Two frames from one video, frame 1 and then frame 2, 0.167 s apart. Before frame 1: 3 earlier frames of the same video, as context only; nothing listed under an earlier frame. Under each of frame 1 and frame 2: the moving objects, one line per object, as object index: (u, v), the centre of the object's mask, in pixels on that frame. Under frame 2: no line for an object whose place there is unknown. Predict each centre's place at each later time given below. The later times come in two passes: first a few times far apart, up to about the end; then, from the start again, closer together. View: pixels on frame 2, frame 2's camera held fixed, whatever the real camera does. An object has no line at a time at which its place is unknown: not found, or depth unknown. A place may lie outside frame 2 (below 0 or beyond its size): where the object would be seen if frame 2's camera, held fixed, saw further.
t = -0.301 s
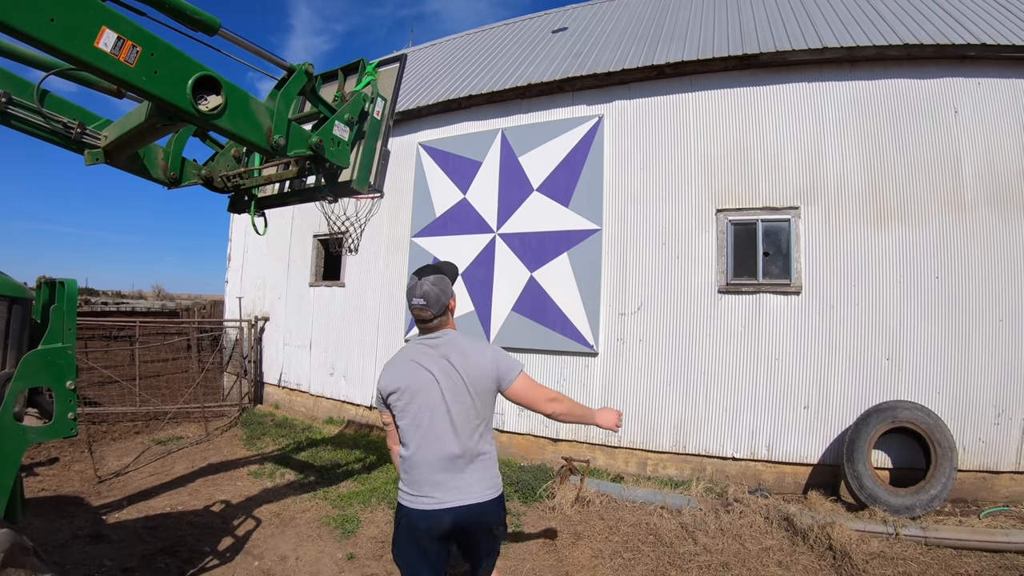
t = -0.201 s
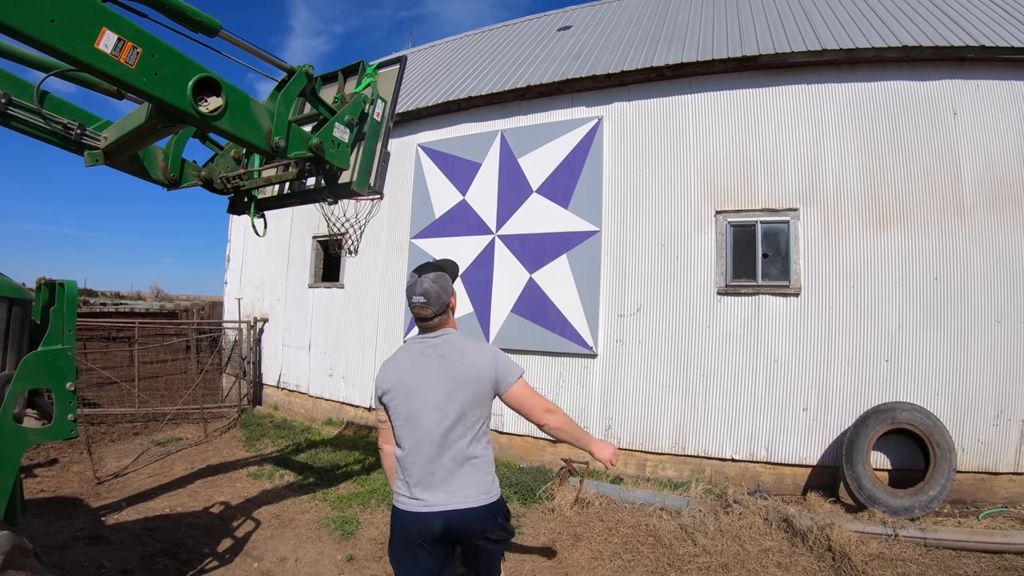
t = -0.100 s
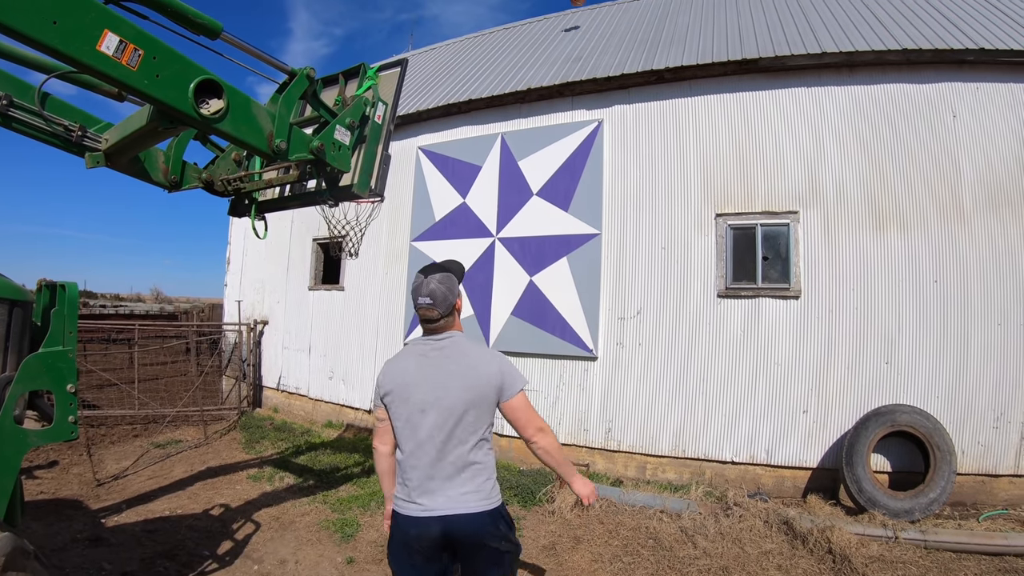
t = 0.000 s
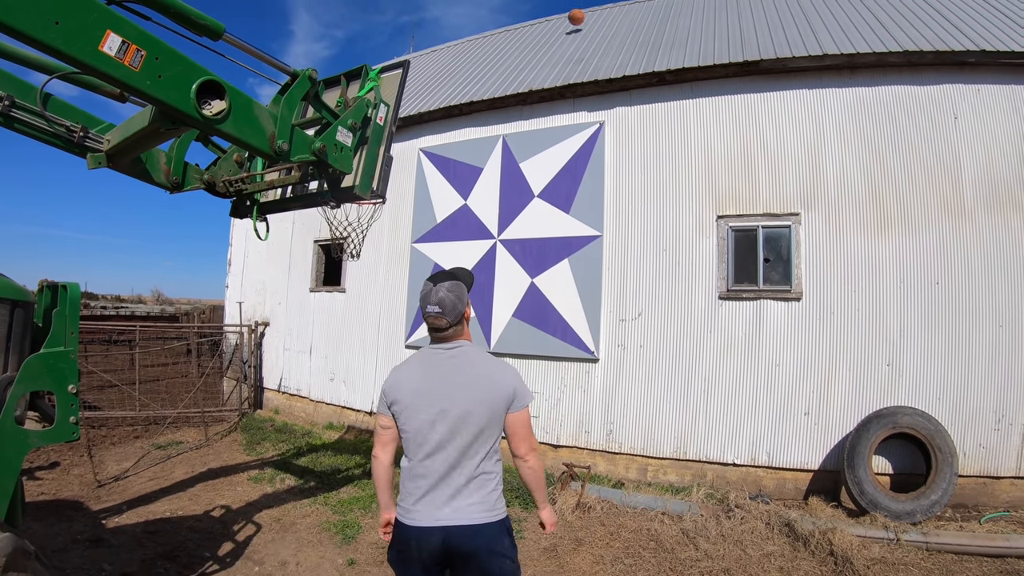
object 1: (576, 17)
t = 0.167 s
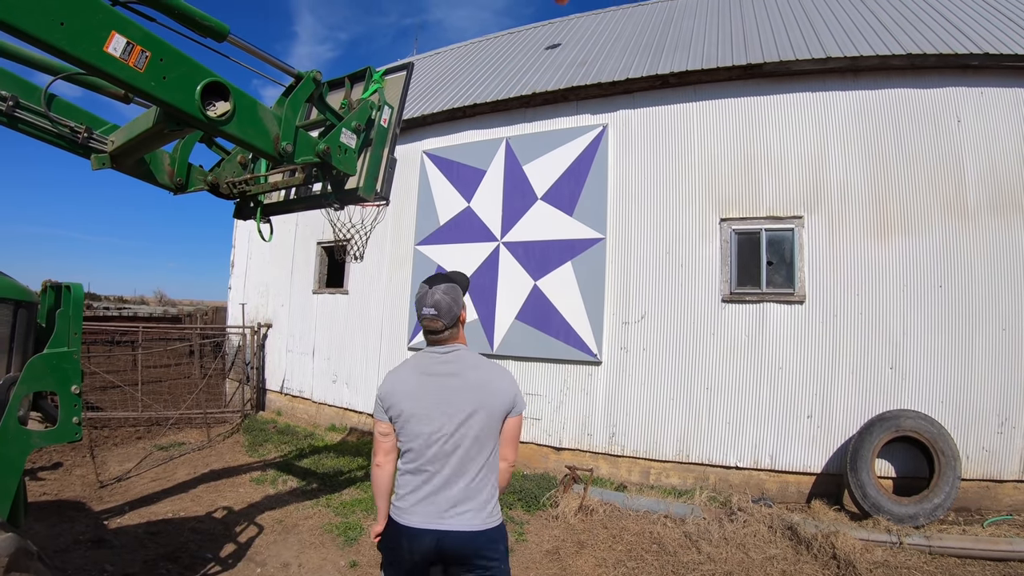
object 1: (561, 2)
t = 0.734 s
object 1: (467, 56)
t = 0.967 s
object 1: (396, 215)
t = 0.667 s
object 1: (482, 32)
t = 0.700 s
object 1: (475, 43)
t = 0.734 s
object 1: (467, 56)
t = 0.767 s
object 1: (459, 71)
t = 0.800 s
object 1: (450, 88)
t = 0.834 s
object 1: (441, 108)
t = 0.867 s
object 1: (430, 129)
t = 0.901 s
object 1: (420, 155)
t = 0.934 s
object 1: (409, 183)
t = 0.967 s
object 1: (396, 215)
